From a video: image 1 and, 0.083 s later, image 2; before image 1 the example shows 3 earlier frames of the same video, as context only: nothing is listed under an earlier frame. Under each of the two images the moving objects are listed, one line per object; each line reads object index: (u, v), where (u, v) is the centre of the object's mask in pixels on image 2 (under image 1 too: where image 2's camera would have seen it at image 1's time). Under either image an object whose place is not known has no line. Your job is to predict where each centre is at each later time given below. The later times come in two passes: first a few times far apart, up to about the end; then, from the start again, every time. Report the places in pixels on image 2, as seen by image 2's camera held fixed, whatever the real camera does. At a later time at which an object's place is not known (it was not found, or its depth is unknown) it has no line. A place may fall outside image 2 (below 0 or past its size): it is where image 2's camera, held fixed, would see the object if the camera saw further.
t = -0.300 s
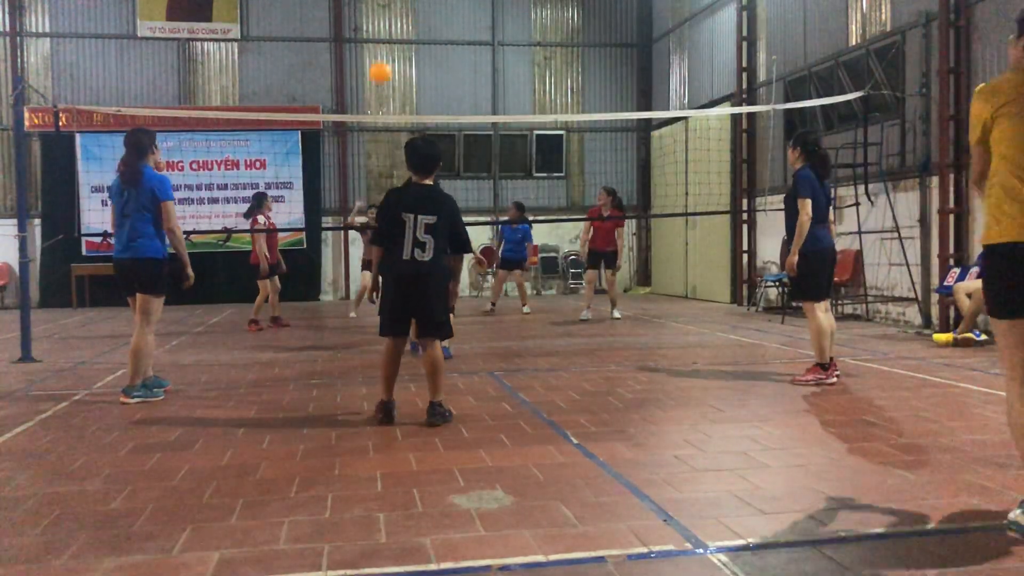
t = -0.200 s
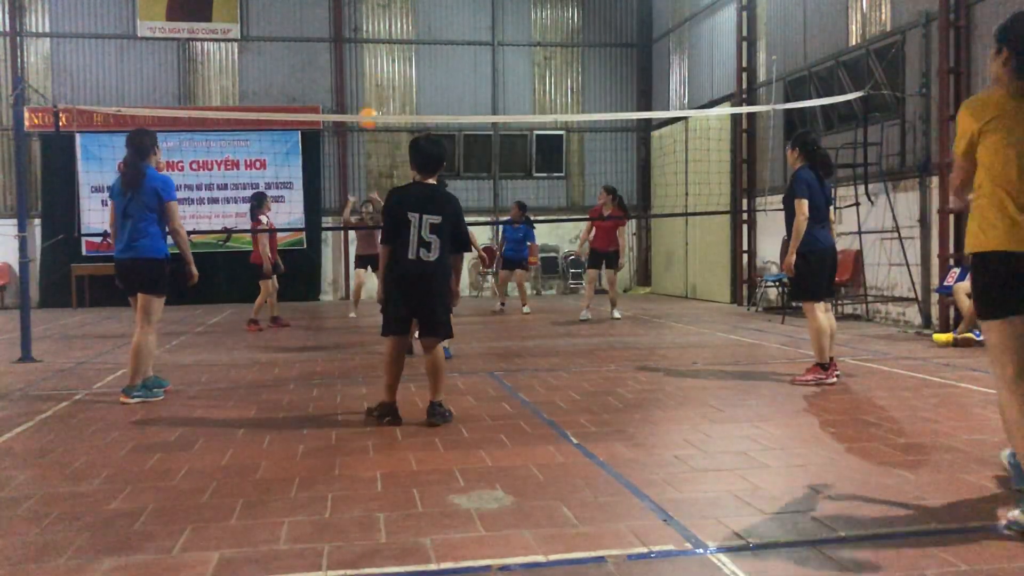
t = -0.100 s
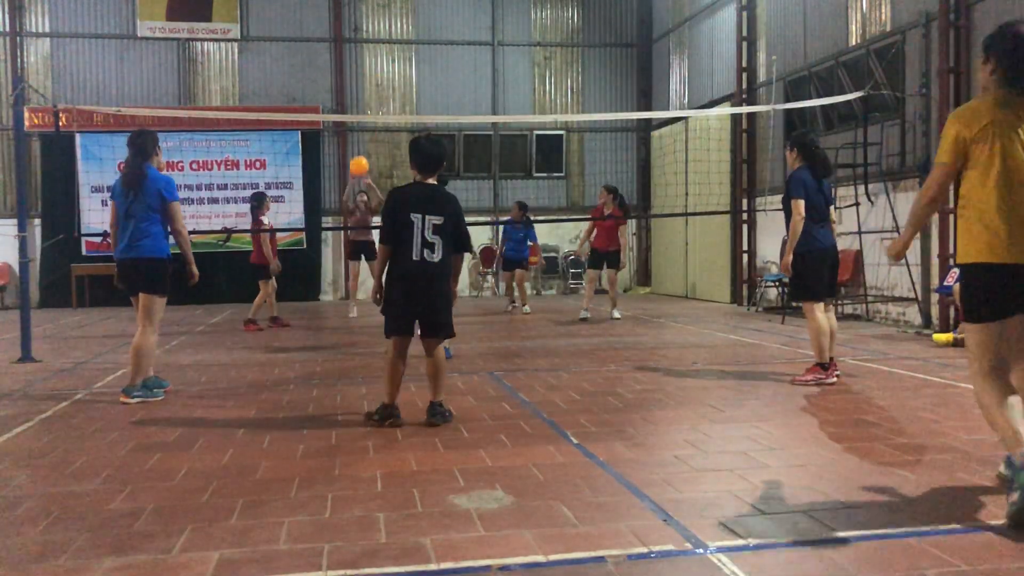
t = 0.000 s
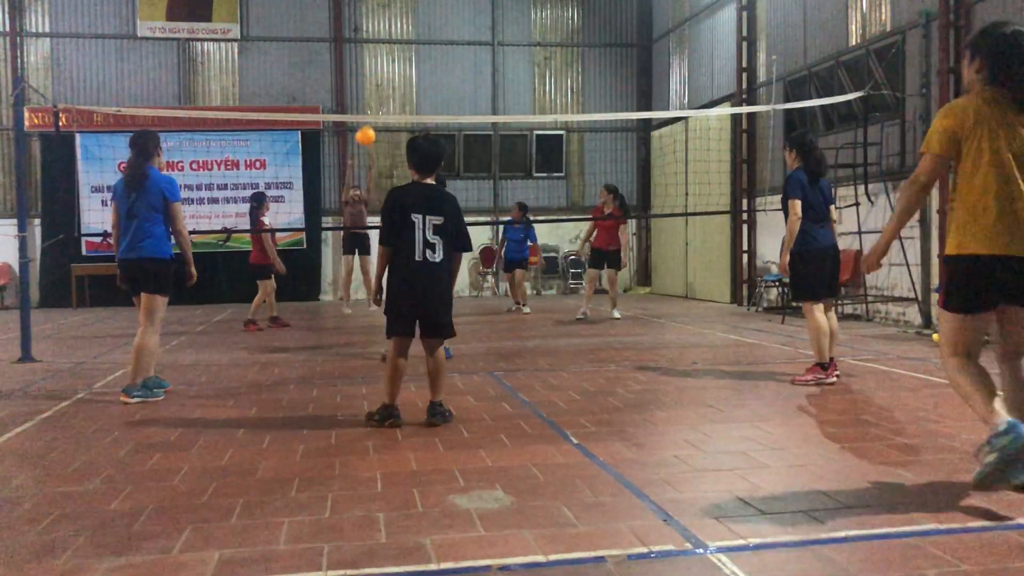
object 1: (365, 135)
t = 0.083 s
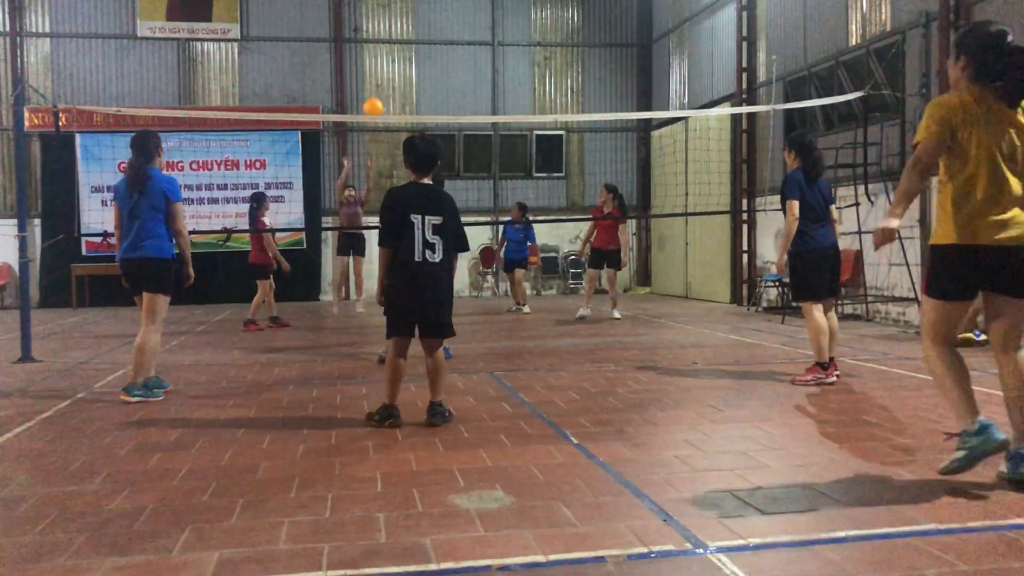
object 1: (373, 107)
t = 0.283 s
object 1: (391, 59)
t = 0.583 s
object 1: (421, 46)
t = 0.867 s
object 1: (453, 107)
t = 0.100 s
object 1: (374, 103)
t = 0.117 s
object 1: (376, 98)
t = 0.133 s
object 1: (377, 93)
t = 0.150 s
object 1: (379, 88)
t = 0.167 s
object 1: (380, 84)
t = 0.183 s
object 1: (381, 81)
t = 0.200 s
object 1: (383, 75)
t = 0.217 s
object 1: (384, 72)
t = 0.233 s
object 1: (386, 69)
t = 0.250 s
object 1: (387, 65)
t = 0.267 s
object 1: (389, 62)
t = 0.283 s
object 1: (391, 59)
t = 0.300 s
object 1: (393, 56)
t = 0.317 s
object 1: (394, 53)
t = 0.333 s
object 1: (396, 51)
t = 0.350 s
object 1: (397, 49)
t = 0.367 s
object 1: (399, 48)
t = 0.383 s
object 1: (400, 46)
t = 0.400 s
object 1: (403, 44)
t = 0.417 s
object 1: (404, 43)
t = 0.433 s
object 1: (406, 43)
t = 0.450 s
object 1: (408, 42)
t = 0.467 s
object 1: (410, 41)
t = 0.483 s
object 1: (411, 41)
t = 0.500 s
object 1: (413, 41)
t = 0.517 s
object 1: (414, 42)
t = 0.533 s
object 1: (416, 43)
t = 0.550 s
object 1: (418, 44)
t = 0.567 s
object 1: (420, 45)
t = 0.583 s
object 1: (421, 46)
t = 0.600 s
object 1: (423, 47)
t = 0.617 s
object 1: (425, 50)
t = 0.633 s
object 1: (427, 52)
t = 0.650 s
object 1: (429, 54)
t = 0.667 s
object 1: (430, 57)
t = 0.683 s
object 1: (432, 60)
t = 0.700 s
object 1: (434, 63)
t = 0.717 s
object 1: (436, 67)
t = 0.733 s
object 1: (438, 70)
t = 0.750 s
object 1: (440, 74)
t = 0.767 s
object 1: (441, 78)
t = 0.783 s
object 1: (444, 83)
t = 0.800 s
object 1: (446, 88)
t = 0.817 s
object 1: (448, 93)
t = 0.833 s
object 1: (449, 98)
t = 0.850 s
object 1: (451, 104)
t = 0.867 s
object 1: (453, 107)
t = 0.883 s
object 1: (455, 114)
